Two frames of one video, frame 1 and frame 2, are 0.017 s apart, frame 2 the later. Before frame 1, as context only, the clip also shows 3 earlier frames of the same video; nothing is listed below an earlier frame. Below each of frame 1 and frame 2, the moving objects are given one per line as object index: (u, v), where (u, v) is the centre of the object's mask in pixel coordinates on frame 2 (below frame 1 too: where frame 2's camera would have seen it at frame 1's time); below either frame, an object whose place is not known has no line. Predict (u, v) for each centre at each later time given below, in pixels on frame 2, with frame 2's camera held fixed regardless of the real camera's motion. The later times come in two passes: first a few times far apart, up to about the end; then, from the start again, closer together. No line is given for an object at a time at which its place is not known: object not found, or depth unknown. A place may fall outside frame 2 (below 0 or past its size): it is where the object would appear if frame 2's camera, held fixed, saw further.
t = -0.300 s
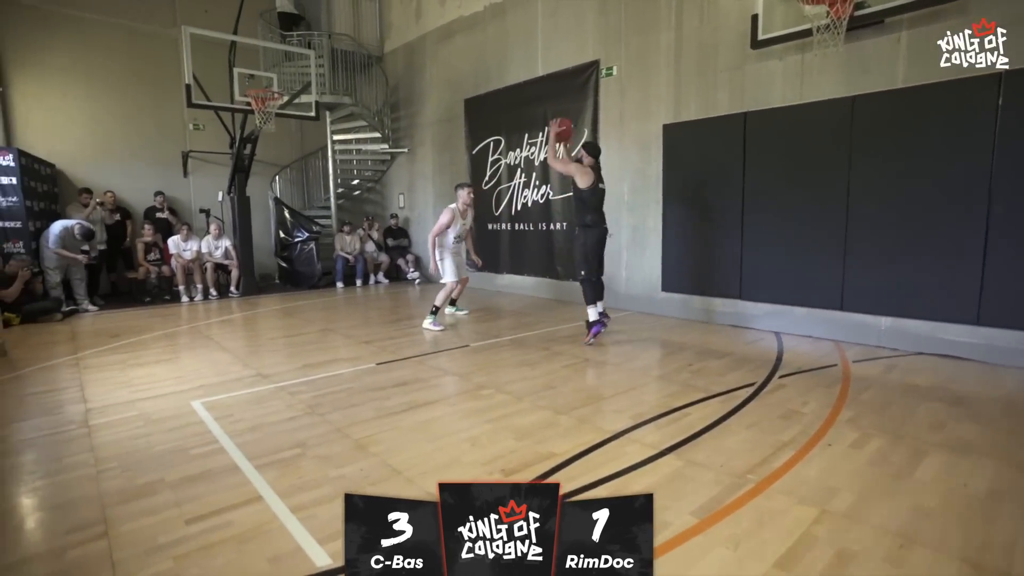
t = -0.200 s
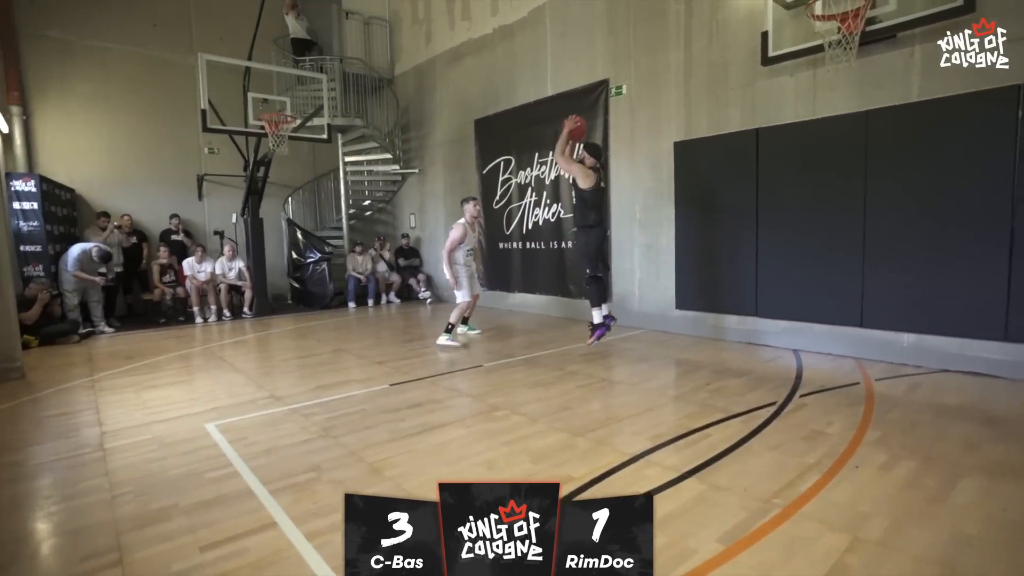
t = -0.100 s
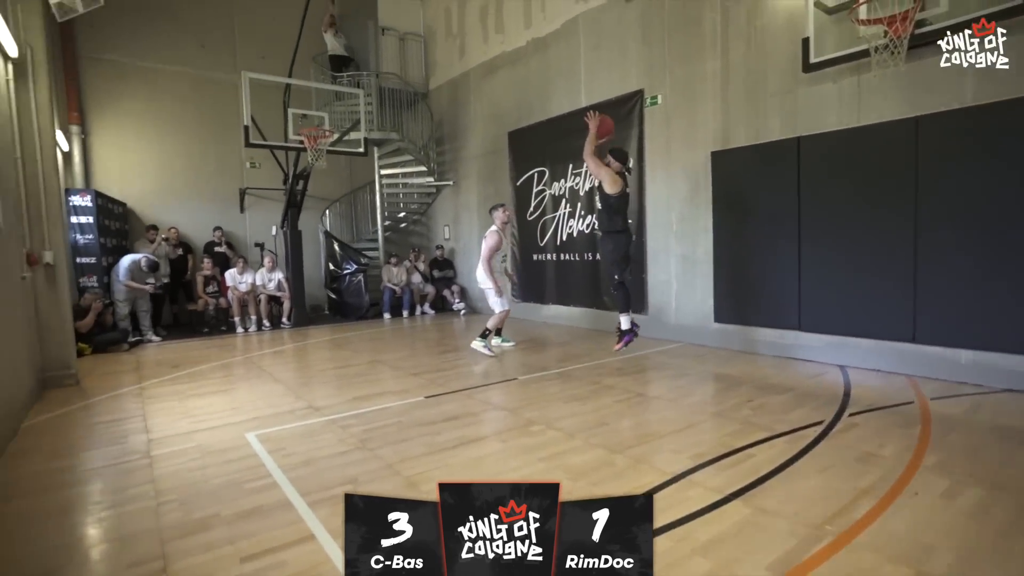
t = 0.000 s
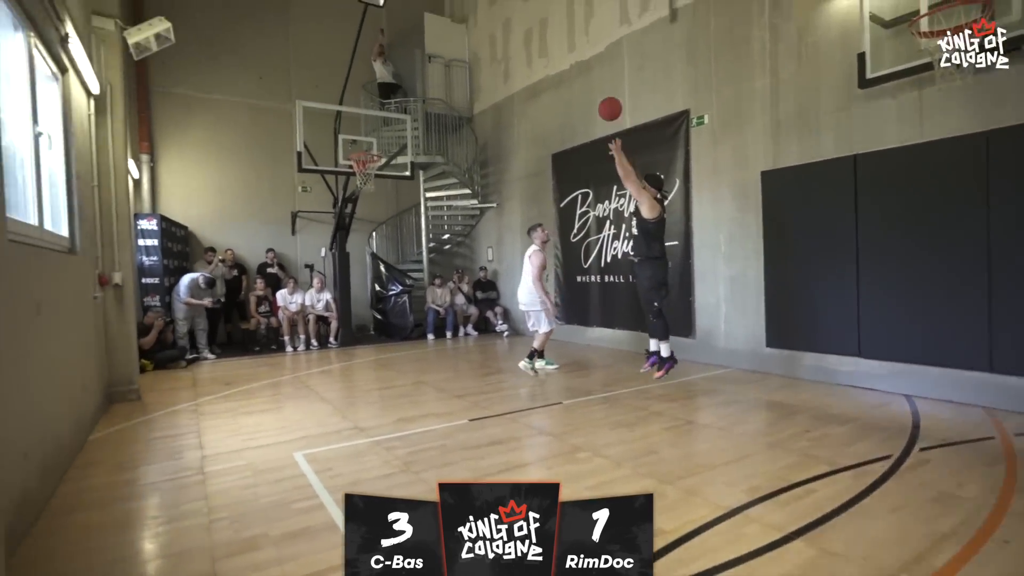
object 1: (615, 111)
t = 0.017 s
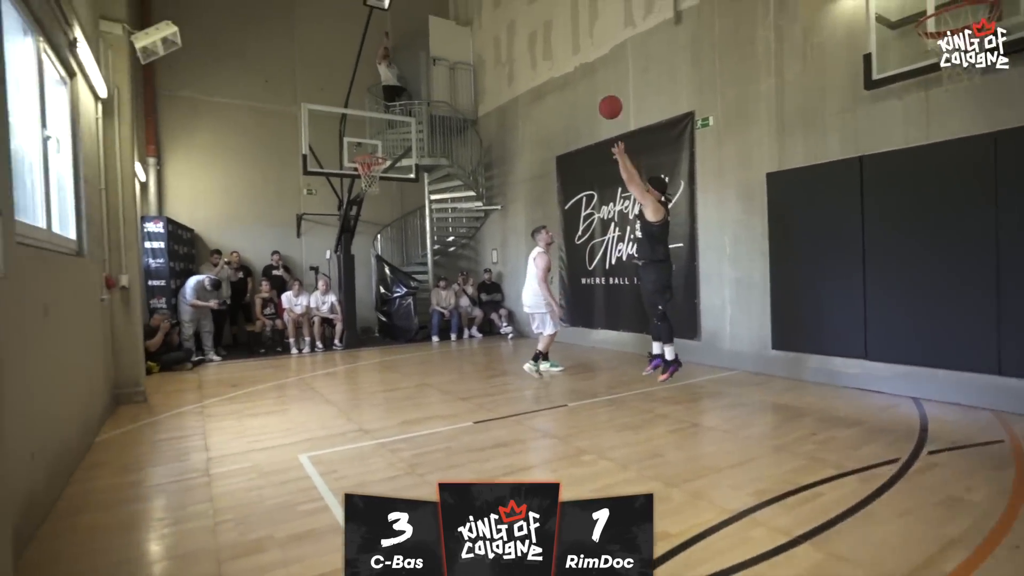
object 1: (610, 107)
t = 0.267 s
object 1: (519, 54)
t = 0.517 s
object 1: (450, 58)
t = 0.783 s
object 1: (394, 109)
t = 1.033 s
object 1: (383, 162)
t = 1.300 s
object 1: (375, 188)
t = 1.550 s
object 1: (365, 241)
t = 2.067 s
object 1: (351, 292)
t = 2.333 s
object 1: (340, 256)
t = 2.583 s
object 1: (332, 261)
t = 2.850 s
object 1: (324, 310)
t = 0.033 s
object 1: (602, 100)
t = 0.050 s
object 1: (594, 94)
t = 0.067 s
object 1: (590, 90)
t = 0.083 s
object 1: (582, 85)
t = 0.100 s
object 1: (574, 79)
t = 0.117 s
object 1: (571, 77)
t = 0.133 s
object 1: (563, 73)
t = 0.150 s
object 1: (556, 68)
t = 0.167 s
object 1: (552, 66)
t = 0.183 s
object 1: (545, 63)
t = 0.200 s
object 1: (539, 60)
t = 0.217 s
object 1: (535, 59)
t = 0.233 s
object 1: (528, 56)
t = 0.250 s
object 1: (522, 54)
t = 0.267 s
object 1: (519, 54)
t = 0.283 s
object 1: (513, 52)
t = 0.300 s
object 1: (507, 51)
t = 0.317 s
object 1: (504, 51)
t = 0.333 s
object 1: (498, 50)
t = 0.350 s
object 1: (492, 50)
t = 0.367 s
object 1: (489, 50)
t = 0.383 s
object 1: (483, 50)
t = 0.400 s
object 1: (478, 50)
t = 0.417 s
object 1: (476, 51)
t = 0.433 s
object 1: (471, 52)
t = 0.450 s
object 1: (465, 53)
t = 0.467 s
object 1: (463, 54)
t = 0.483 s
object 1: (458, 56)
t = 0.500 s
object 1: (453, 57)
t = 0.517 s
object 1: (450, 58)
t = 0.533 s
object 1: (446, 61)
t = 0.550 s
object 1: (441, 64)
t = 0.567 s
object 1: (439, 65)
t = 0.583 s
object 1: (434, 68)
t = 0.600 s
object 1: (430, 71)
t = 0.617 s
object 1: (428, 73)
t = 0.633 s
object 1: (424, 76)
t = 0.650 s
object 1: (419, 80)
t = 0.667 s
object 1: (417, 81)
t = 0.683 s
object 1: (413, 86)
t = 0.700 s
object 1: (408, 90)
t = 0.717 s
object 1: (406, 92)
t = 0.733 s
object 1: (403, 96)
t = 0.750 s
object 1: (399, 101)
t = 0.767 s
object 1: (397, 104)
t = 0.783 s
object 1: (394, 109)
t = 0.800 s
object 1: (391, 113)
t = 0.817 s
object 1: (388, 115)
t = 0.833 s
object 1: (386, 122)
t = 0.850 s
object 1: (382, 127)
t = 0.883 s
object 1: (377, 136)
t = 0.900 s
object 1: (374, 142)
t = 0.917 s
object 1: (373, 145)
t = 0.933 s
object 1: (370, 151)
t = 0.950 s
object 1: (365, 155)
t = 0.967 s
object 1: (363, 156)
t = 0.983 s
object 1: (364, 156)
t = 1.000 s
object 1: (360, 160)
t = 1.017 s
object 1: (369, 160)
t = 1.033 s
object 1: (383, 162)
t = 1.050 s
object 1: (383, 161)
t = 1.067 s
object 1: (382, 165)
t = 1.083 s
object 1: (382, 169)
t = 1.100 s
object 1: (364, 170)
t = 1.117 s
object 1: (363, 170)
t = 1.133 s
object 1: (363, 170)
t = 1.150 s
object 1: (362, 170)
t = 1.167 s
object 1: (363, 170)
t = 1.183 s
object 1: (362, 171)
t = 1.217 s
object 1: (377, 182)
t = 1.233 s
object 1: (377, 182)
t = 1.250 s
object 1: (376, 183)
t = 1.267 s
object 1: (375, 183)
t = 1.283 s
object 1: (375, 185)
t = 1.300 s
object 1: (375, 188)
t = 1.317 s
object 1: (374, 189)
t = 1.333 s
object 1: (373, 191)
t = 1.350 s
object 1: (372, 195)
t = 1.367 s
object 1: (372, 196)
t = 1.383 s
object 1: (371, 199)
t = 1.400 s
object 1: (371, 204)
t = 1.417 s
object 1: (370, 206)
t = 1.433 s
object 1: (369, 211)
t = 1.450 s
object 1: (368, 215)
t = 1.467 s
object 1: (368, 217)
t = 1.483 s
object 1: (367, 222)
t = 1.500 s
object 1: (366, 227)
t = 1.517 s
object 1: (366, 229)
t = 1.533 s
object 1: (366, 235)
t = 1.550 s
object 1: (365, 241)
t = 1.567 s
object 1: (365, 244)
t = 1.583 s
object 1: (365, 249)
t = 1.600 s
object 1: (364, 256)
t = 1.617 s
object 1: (364, 259)
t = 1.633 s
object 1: (364, 265)
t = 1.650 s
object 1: (364, 272)
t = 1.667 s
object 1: (363, 276)
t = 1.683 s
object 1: (363, 283)
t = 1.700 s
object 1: (362, 290)
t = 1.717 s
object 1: (362, 294)
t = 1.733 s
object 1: (362, 301)
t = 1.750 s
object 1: (361, 310)
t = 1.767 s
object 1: (361, 313)
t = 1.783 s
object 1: (361, 322)
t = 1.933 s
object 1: (357, 326)
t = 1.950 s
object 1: (356, 321)
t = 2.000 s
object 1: (354, 306)
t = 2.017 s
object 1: (353, 304)
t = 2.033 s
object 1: (353, 299)
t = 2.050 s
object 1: (352, 294)
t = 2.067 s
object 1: (351, 292)
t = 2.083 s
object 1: (350, 288)
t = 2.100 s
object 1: (349, 284)
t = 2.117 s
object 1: (349, 282)
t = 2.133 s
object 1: (348, 278)
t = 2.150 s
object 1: (347, 275)
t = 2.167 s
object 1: (347, 273)
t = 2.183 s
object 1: (346, 270)
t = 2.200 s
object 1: (345, 267)
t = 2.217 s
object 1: (344, 266)
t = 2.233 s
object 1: (344, 264)
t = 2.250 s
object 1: (343, 261)
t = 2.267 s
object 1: (344, 260)
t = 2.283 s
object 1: (343, 259)
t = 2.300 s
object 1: (341, 257)
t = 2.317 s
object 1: (341, 257)
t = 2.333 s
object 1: (340, 256)
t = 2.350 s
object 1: (340, 255)
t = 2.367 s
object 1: (340, 255)
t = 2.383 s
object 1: (339, 254)
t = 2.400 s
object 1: (338, 254)
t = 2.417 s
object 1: (338, 254)
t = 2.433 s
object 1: (337, 254)
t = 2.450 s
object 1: (336, 254)
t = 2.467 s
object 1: (335, 254)
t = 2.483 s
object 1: (335, 255)
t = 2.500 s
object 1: (334, 255)
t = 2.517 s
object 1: (334, 256)
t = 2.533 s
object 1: (333, 257)
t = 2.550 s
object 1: (333, 259)
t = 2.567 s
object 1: (333, 259)
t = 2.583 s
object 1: (332, 261)
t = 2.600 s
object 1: (332, 263)
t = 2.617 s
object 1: (331, 265)
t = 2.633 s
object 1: (330, 267)
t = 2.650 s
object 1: (329, 270)
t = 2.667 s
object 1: (329, 272)
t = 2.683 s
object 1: (329, 275)
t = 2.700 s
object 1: (328, 279)
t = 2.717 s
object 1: (328, 280)
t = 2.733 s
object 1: (327, 283)
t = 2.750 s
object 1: (326, 287)
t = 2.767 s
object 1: (326, 288)
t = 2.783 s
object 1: (326, 294)
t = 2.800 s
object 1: (325, 297)
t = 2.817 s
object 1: (325, 300)
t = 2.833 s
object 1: (324, 306)
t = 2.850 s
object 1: (324, 310)
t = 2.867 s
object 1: (324, 312)
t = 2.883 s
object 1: (323, 318)
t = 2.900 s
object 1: (323, 323)
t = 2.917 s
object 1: (322, 326)
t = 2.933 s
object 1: (322, 332)
